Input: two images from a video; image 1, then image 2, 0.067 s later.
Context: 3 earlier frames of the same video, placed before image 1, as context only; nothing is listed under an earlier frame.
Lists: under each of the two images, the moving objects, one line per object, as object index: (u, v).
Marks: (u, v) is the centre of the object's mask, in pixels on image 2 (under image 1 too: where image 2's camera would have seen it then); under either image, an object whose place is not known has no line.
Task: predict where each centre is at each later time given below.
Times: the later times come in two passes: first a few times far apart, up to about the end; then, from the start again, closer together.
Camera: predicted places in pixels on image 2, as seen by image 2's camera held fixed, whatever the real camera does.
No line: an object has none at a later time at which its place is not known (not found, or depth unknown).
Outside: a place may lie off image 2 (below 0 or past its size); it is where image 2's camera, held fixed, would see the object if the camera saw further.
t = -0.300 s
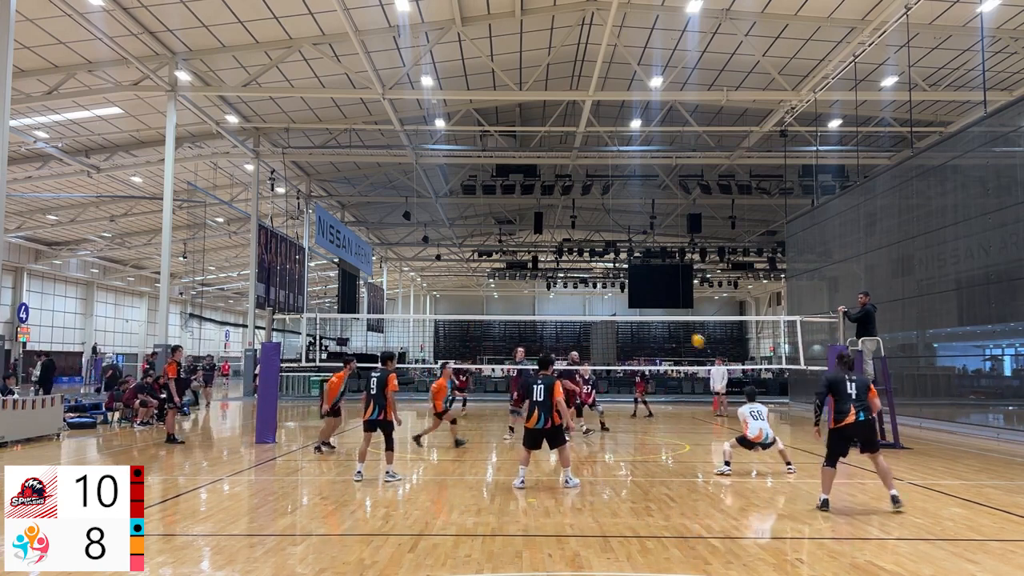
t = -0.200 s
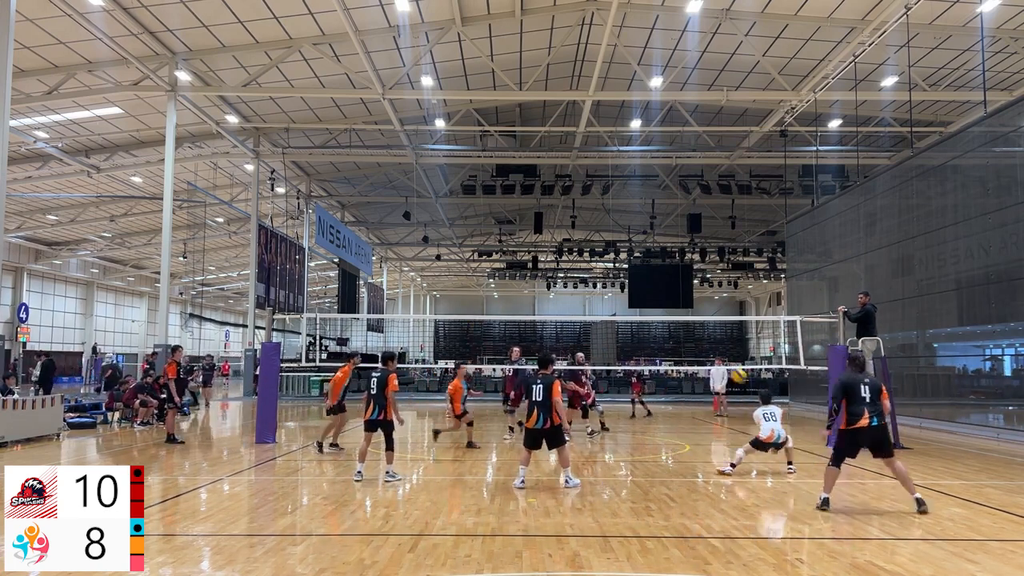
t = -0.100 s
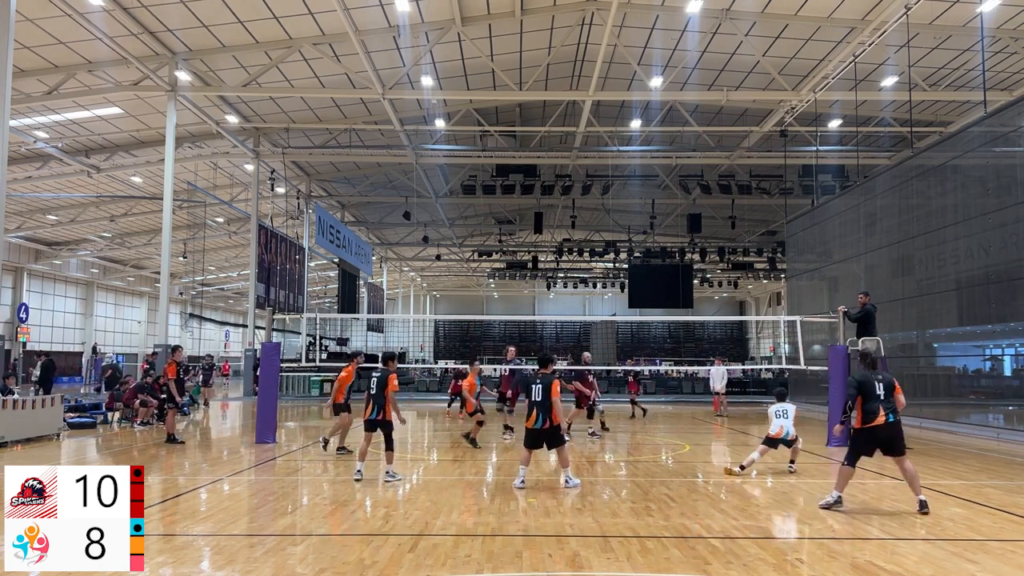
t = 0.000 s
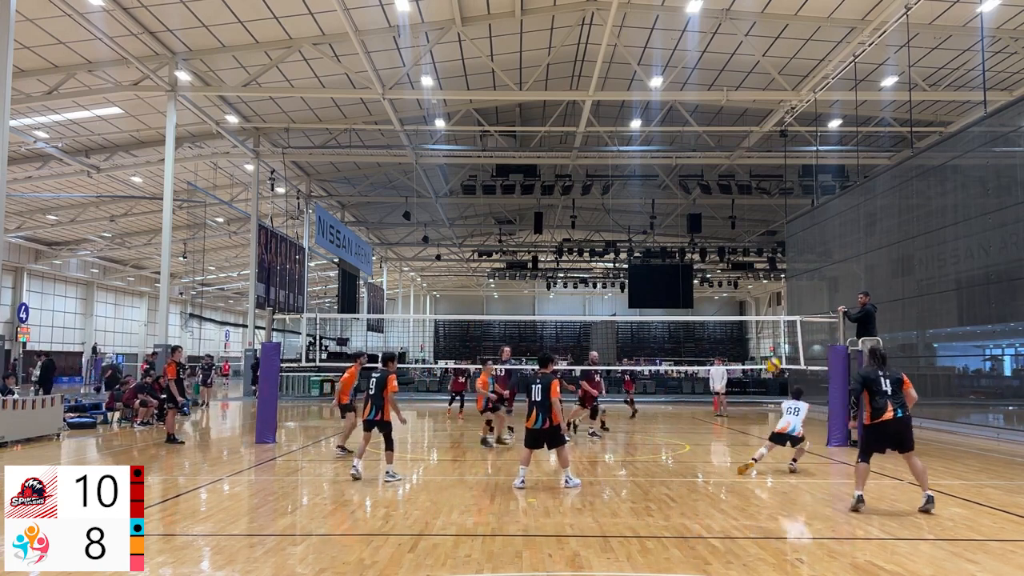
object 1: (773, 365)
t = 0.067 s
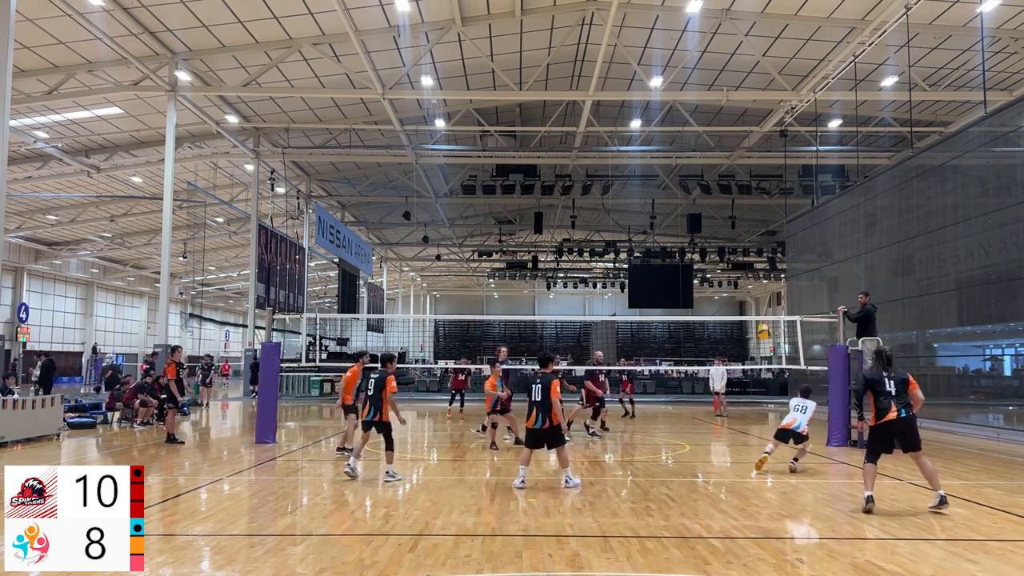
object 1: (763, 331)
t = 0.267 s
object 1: (739, 255)
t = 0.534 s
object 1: (713, 198)
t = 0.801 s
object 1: (688, 184)
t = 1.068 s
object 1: (665, 208)
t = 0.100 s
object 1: (760, 317)
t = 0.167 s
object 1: (752, 289)
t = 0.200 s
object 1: (748, 277)
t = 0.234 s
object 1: (744, 265)
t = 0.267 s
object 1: (739, 255)
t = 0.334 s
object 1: (733, 237)
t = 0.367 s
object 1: (730, 229)
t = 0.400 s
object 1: (726, 221)
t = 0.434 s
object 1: (723, 214)
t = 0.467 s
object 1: (719, 208)
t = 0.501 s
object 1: (716, 203)
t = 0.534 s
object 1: (713, 198)
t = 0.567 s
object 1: (710, 194)
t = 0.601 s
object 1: (707, 191)
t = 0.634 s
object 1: (703, 188)
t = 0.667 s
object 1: (700, 185)
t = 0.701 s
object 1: (697, 185)
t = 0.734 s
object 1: (694, 184)
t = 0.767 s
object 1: (691, 184)
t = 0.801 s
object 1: (688, 184)
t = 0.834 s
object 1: (685, 185)
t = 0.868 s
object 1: (682, 186)
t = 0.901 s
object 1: (679, 189)
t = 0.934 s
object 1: (676, 192)
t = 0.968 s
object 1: (673, 195)
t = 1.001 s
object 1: (671, 198)
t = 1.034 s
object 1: (668, 203)
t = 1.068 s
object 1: (665, 208)
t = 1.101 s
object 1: (663, 213)
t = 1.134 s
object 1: (660, 219)
